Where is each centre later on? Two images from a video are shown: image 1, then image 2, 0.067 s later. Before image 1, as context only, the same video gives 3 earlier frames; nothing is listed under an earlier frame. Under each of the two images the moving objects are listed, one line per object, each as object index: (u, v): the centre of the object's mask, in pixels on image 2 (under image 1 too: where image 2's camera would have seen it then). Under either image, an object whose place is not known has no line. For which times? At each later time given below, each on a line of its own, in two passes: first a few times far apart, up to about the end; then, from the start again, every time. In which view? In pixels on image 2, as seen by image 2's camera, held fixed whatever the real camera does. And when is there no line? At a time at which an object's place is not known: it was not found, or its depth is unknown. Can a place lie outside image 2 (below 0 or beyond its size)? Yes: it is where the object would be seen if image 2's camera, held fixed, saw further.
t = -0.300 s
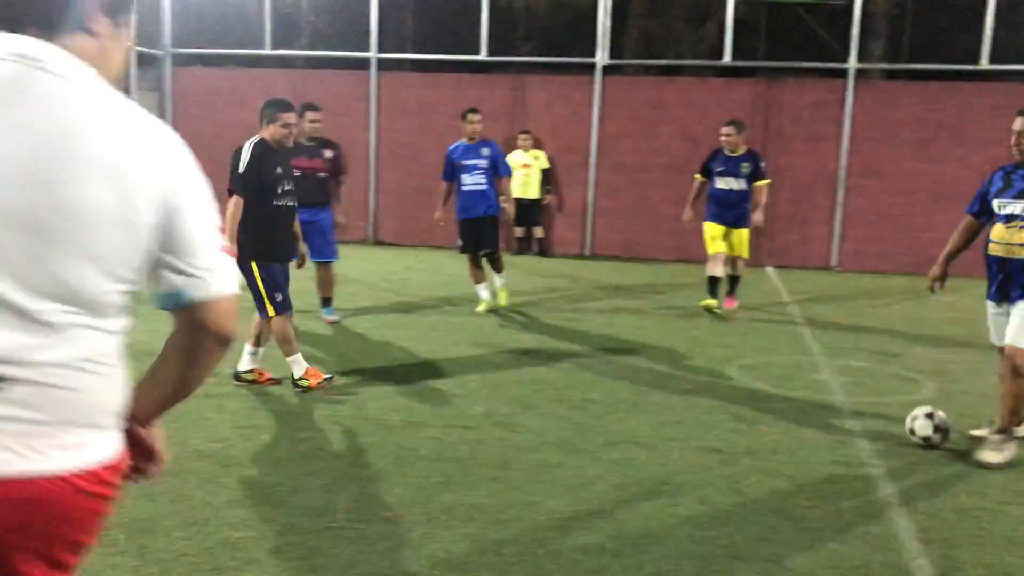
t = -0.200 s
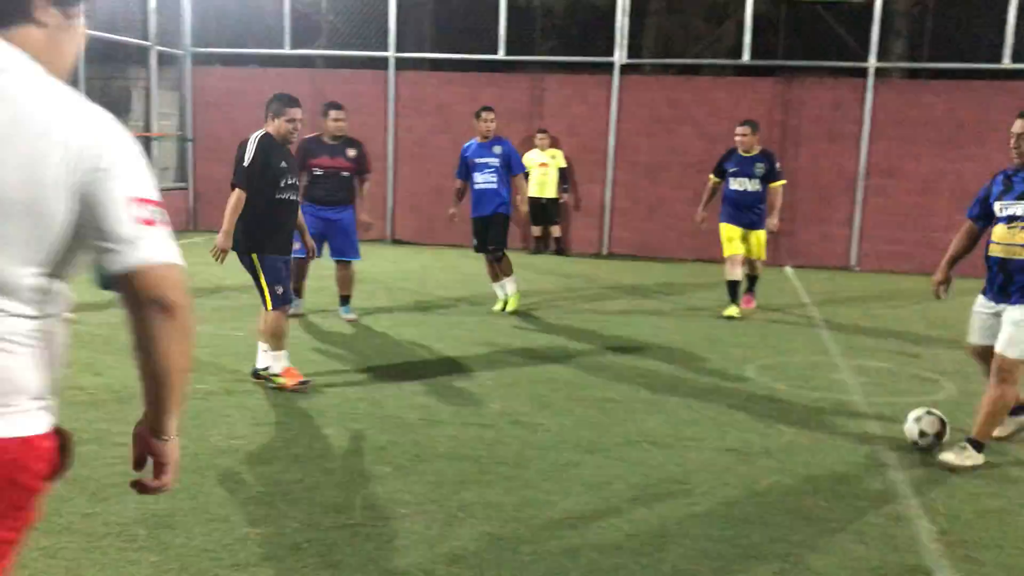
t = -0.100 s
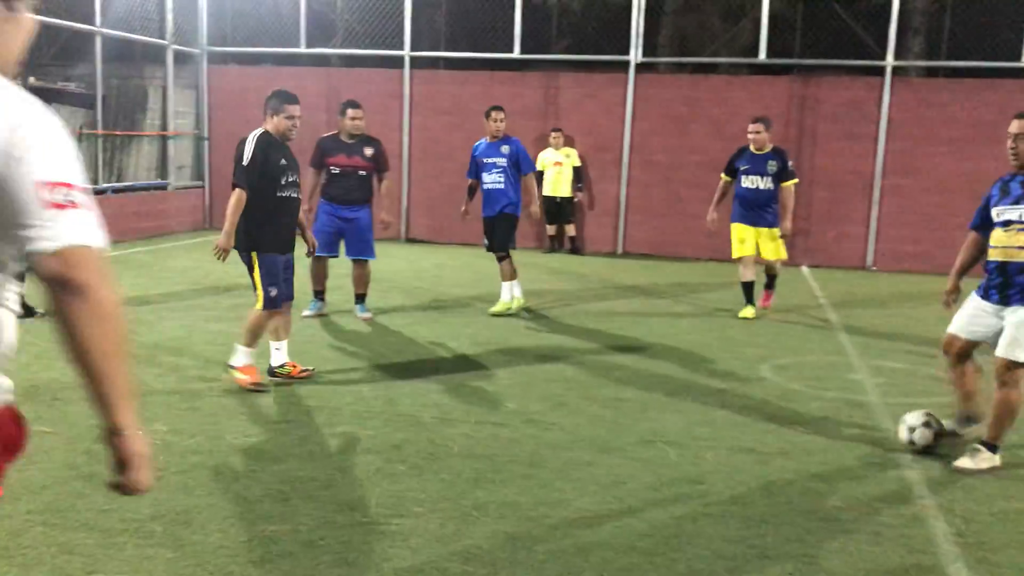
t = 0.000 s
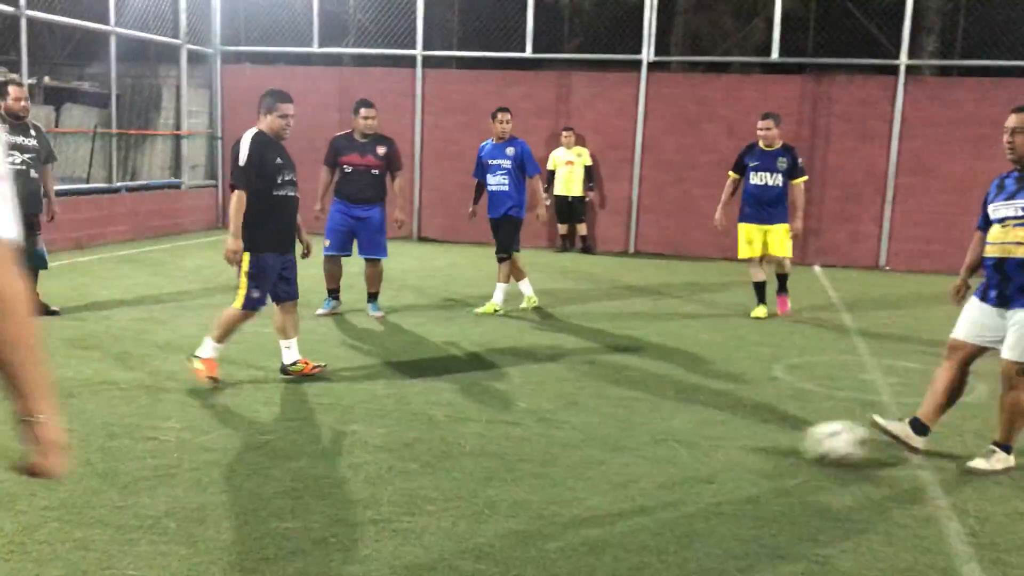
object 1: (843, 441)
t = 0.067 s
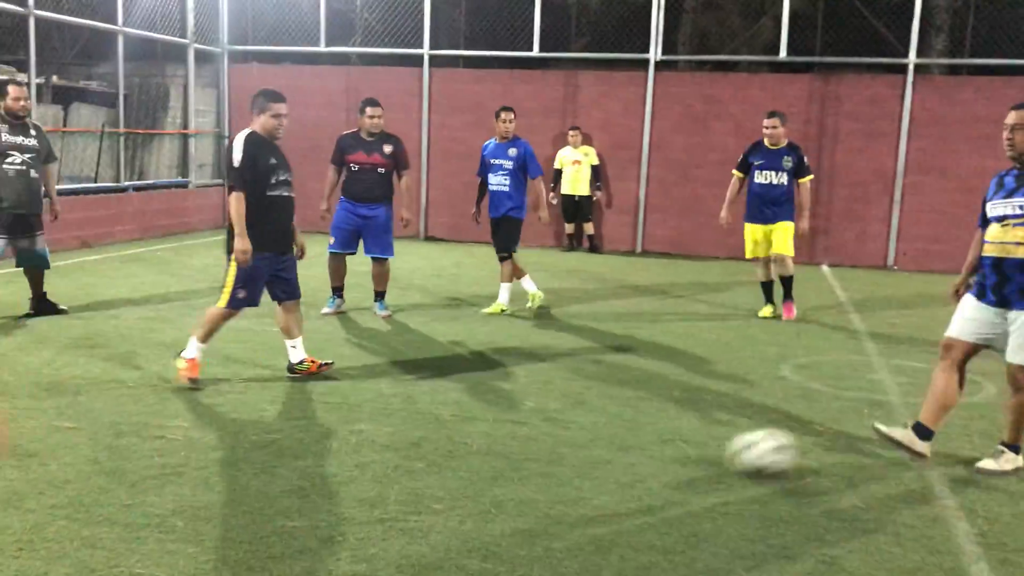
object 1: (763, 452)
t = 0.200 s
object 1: (592, 473)
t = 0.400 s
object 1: (346, 500)
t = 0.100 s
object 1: (720, 457)
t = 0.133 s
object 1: (678, 463)
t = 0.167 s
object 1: (636, 467)
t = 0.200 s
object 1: (592, 473)
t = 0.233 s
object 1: (552, 479)
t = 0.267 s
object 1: (511, 483)
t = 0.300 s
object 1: (468, 488)
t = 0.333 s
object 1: (427, 494)
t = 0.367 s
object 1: (386, 496)
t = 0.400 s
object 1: (346, 500)
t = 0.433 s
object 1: (306, 507)
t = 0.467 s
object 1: (261, 517)
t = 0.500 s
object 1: (215, 521)
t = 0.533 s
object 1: (167, 527)
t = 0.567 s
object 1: (121, 534)
